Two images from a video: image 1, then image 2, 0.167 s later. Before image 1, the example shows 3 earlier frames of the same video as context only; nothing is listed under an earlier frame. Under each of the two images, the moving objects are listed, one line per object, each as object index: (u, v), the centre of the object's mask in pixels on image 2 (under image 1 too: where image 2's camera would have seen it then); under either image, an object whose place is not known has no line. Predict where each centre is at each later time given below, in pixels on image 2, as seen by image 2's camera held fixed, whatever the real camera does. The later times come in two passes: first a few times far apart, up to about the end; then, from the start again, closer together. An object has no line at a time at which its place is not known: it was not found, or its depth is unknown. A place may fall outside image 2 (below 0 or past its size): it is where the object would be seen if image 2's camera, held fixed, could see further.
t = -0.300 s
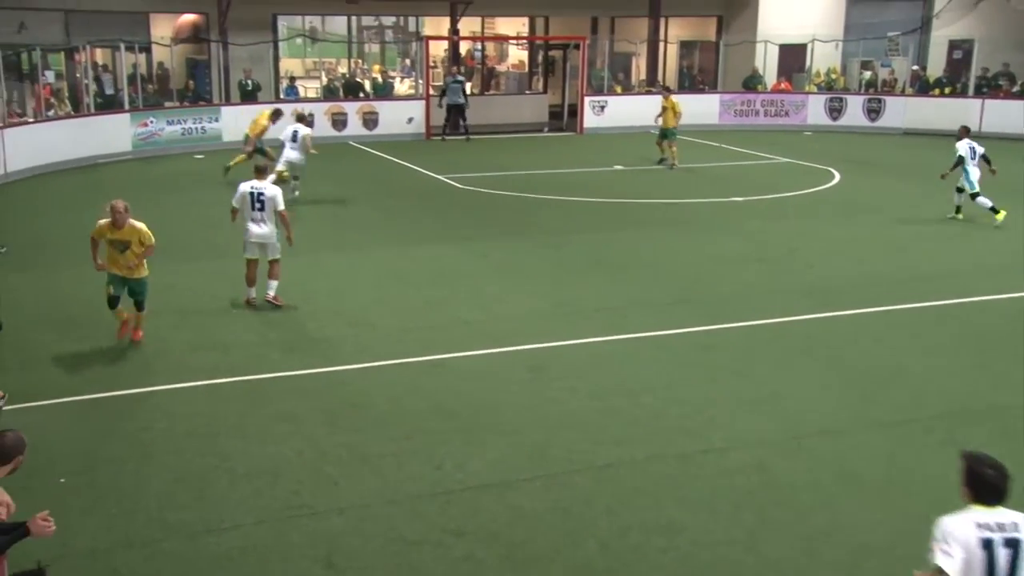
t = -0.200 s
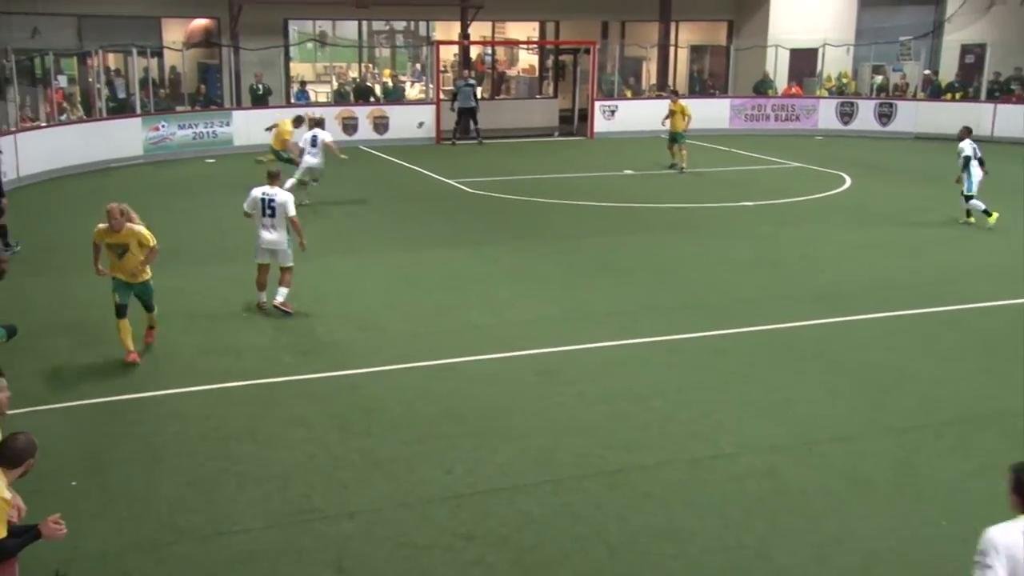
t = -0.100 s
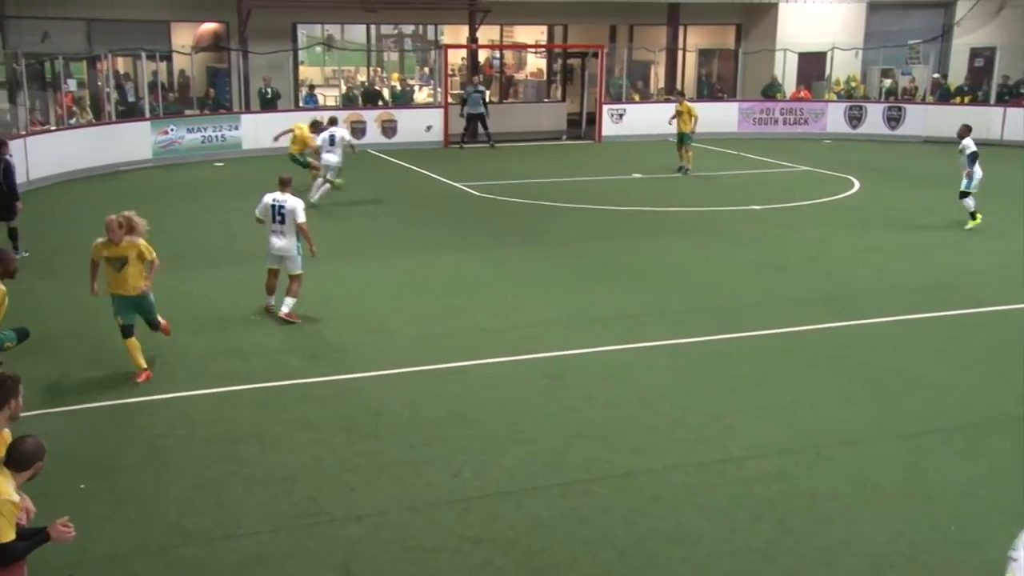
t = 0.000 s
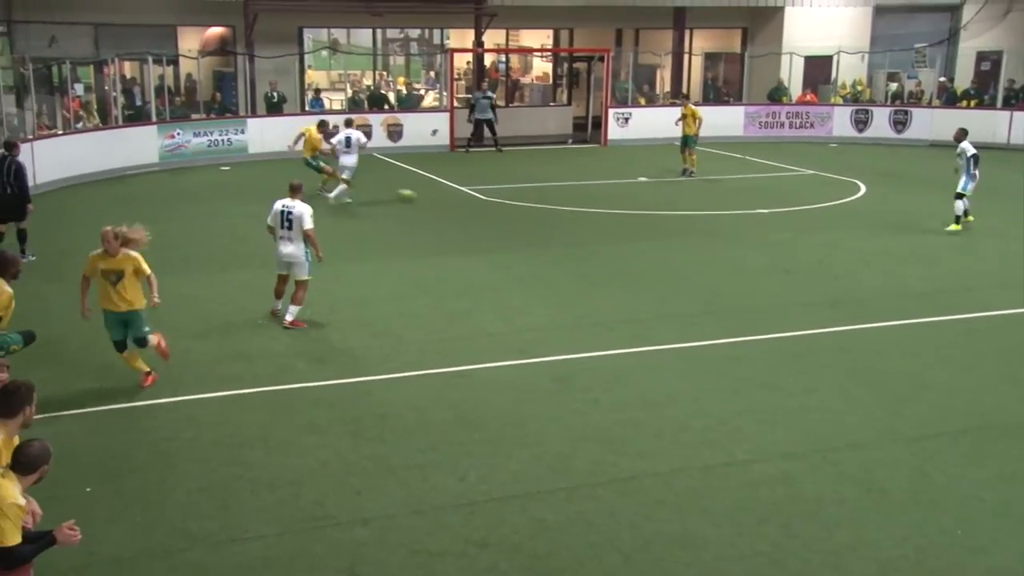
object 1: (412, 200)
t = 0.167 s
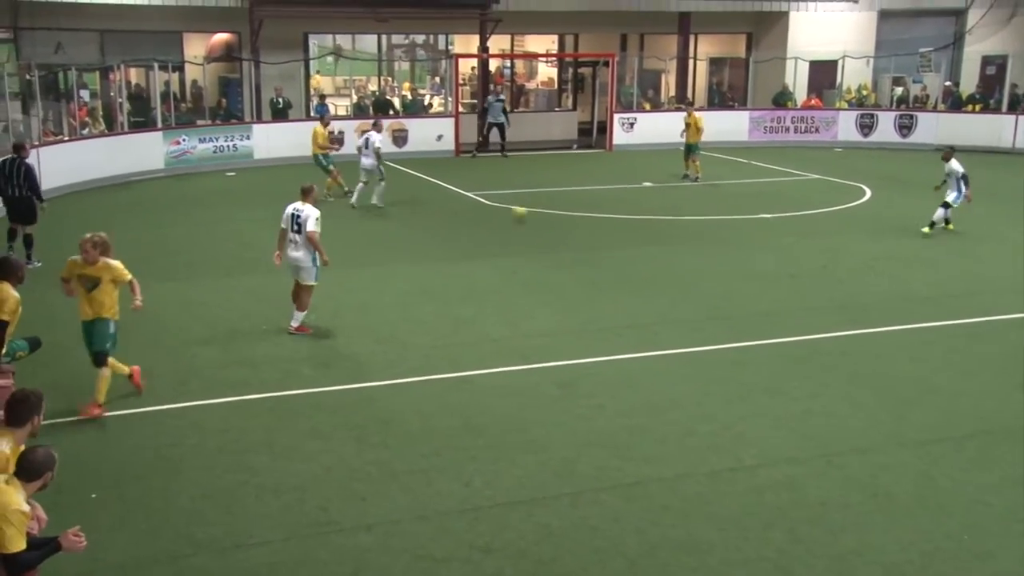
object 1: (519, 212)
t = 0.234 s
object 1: (565, 222)
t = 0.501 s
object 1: (736, 243)
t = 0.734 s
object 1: (892, 271)
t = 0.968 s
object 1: (1052, 285)
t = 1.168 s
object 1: (1211, 309)
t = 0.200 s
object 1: (543, 217)
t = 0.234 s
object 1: (565, 222)
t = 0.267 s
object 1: (586, 224)
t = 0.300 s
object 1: (607, 224)
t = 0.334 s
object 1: (629, 226)
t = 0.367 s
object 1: (650, 230)
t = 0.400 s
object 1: (673, 235)
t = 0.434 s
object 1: (695, 240)
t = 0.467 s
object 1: (717, 243)
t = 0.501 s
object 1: (736, 243)
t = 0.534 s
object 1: (757, 244)
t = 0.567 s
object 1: (779, 245)
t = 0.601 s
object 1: (800, 249)
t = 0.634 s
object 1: (823, 252)
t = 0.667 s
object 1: (846, 257)
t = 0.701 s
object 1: (869, 264)
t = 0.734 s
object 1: (892, 271)
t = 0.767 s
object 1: (914, 273)
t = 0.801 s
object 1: (936, 272)
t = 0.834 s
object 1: (959, 273)
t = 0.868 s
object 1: (982, 274)
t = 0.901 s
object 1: (1005, 277)
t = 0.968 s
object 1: (1052, 285)
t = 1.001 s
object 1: (1076, 291)
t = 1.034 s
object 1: (1101, 299)
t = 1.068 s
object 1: (1126, 308)
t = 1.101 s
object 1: (1154, 311)
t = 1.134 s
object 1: (1182, 309)
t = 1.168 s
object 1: (1211, 309)
